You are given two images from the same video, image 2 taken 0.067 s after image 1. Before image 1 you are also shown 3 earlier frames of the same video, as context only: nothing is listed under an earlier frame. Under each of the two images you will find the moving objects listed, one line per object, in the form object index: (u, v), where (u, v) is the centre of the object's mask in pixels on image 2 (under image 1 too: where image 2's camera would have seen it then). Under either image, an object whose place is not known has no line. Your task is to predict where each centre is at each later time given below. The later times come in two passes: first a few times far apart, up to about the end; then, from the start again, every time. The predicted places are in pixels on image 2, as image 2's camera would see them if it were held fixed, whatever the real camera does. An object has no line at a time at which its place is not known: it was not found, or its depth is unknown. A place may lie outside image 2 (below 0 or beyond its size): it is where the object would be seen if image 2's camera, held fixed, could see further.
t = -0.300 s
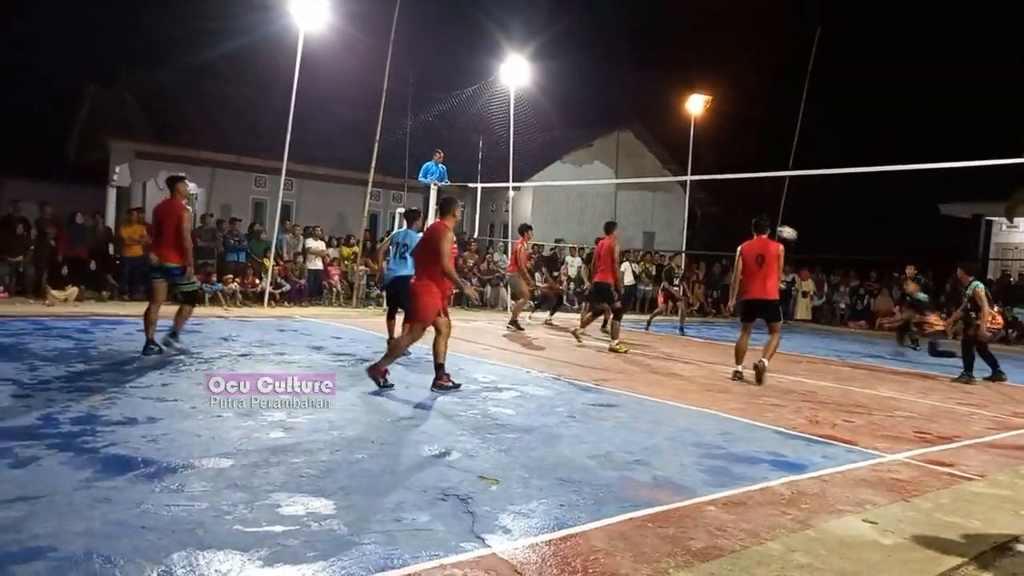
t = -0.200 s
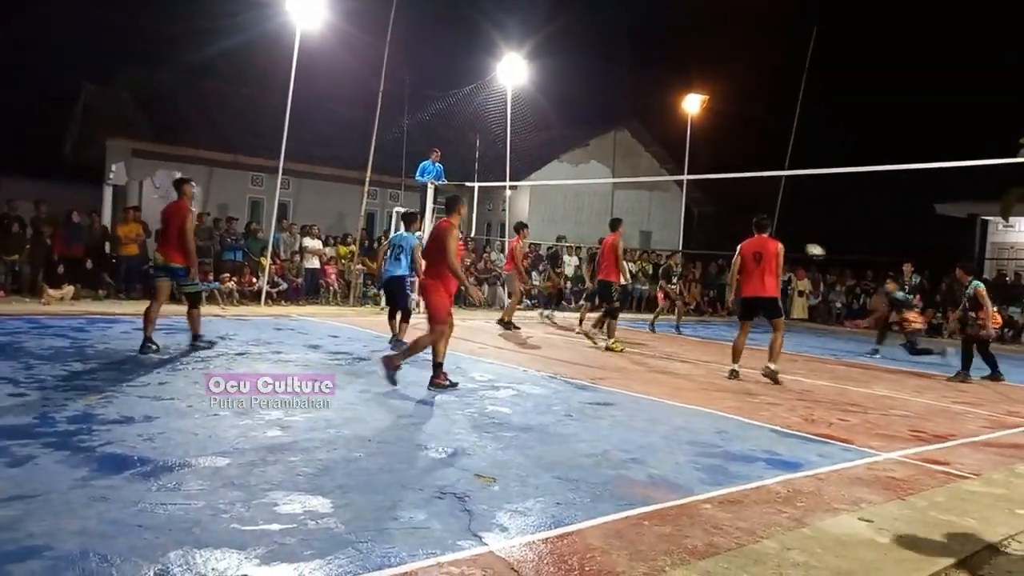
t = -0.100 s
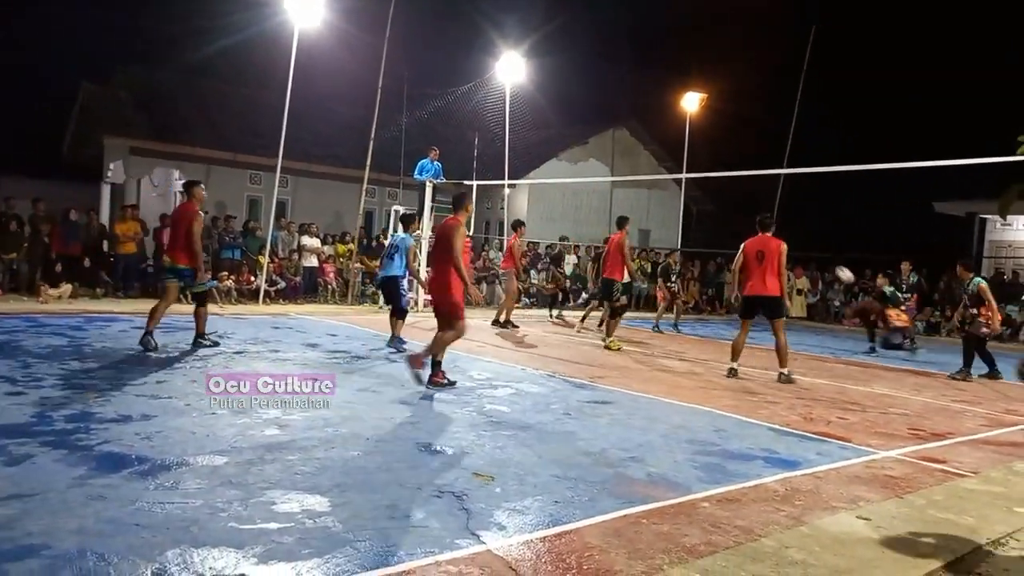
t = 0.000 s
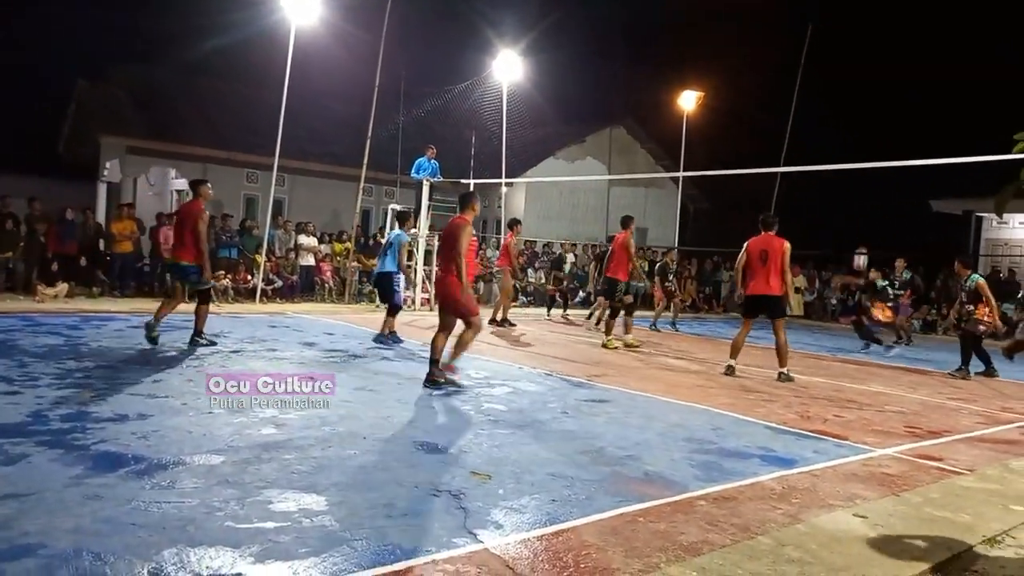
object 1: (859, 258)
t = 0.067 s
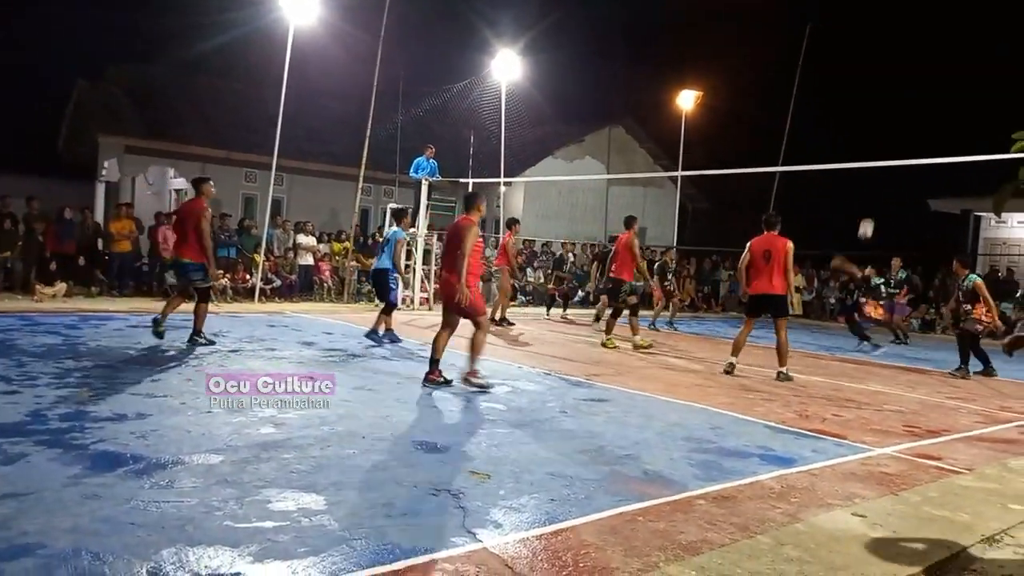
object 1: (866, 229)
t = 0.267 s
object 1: (885, 154)
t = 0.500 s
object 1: (905, 103)
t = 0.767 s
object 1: (926, 83)
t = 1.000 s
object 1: (938, 101)
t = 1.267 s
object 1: (949, 157)
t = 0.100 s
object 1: (869, 215)
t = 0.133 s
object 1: (872, 202)
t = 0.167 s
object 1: (876, 190)
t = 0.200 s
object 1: (879, 178)
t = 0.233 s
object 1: (881, 170)
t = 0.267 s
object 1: (885, 154)
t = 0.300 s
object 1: (888, 146)
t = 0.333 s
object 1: (891, 138)
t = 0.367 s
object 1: (894, 130)
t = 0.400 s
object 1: (897, 122)
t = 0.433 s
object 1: (900, 115)
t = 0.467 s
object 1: (903, 108)
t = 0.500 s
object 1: (905, 103)
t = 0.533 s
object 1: (908, 98)
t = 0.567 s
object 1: (911, 94)
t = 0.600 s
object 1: (913, 90)
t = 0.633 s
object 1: (916, 87)
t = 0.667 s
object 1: (919, 85)
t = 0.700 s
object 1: (921, 84)
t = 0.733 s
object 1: (923, 83)
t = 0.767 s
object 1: (926, 83)
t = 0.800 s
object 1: (928, 83)
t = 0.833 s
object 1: (930, 85)
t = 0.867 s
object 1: (932, 86)
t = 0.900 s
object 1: (933, 89)
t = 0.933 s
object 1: (935, 92)
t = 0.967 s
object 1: (937, 95)
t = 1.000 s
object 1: (938, 101)
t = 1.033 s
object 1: (940, 105)
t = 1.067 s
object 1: (941, 111)
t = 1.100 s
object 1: (943, 118)
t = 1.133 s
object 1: (944, 124)
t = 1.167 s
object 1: (945, 132)
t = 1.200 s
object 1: (947, 140)
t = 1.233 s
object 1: (948, 148)
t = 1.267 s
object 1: (949, 157)
